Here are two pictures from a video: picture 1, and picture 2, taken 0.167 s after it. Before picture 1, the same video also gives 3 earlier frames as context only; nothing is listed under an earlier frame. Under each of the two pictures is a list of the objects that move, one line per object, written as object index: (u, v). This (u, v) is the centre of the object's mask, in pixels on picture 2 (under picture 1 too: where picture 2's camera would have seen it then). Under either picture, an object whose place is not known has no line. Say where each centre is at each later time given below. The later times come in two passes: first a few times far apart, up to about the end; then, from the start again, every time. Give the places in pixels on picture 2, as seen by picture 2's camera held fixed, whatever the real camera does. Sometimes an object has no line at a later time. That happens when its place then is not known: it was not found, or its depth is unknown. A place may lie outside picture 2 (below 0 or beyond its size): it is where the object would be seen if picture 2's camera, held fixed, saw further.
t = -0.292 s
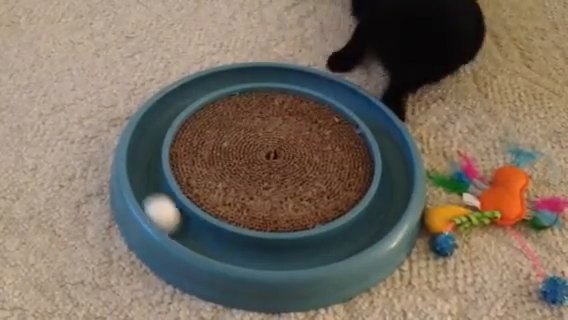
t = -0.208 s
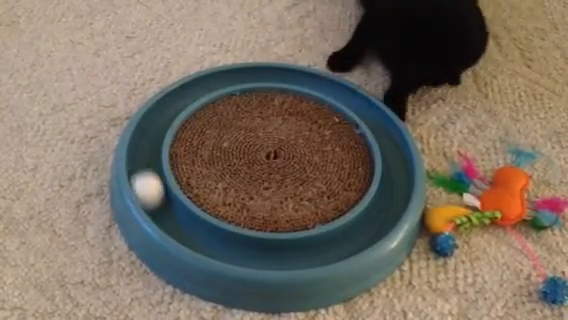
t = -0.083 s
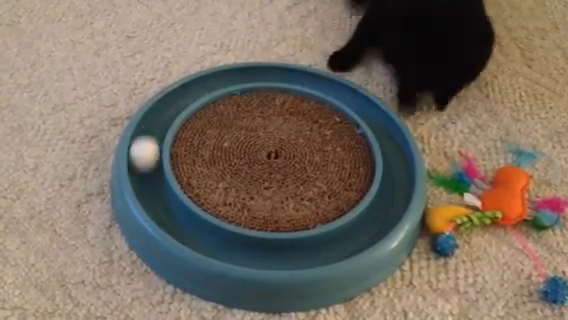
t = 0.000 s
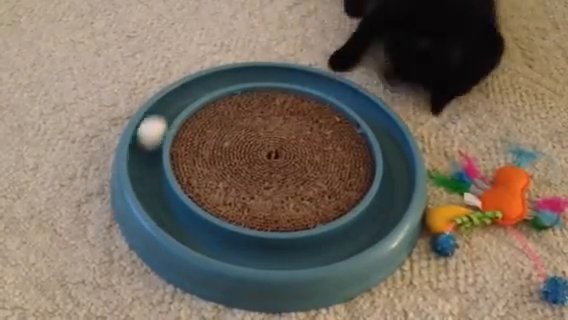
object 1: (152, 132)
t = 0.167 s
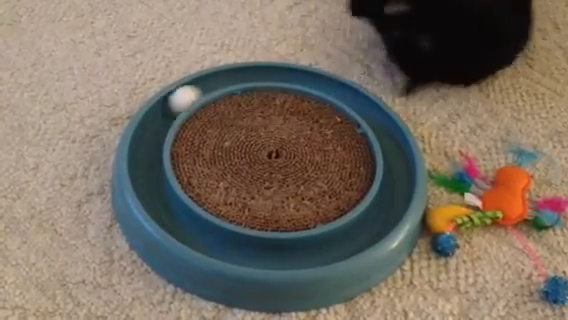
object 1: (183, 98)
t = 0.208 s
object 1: (194, 93)
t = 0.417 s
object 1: (253, 76)
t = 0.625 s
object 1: (308, 81)
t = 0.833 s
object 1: (349, 99)
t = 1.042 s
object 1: (378, 123)
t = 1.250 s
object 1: (396, 154)
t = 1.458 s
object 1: (398, 186)
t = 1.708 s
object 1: (379, 222)
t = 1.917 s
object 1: (346, 245)
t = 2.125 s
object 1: (304, 257)
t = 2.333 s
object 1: (259, 257)
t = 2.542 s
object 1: (218, 248)
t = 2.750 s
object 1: (185, 230)
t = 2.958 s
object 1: (163, 209)
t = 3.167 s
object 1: (149, 189)
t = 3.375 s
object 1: (144, 169)
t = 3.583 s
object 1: (145, 152)
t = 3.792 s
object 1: (150, 136)
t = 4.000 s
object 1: (157, 123)
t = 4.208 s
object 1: (167, 112)
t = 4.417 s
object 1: (177, 103)
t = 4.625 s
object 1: (187, 96)
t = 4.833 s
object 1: (198, 90)
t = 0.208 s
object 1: (194, 93)
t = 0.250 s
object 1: (205, 87)
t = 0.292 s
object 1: (216, 82)
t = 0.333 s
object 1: (228, 79)
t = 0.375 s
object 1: (240, 77)
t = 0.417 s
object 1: (253, 76)
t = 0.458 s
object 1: (264, 75)
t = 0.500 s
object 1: (277, 76)
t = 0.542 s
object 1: (288, 77)
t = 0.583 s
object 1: (299, 79)
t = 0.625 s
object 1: (308, 81)
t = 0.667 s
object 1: (318, 84)
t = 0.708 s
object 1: (326, 87)
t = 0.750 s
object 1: (334, 90)
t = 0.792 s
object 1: (342, 94)
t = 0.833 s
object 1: (349, 99)
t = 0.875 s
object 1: (356, 103)
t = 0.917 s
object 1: (362, 107)
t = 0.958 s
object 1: (368, 112)
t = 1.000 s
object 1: (373, 117)
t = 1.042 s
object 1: (378, 123)
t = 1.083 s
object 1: (383, 129)
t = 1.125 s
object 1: (387, 135)
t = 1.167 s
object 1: (391, 141)
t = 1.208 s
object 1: (394, 147)
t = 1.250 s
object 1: (396, 154)
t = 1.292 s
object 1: (397, 160)
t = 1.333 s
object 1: (399, 167)
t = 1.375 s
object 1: (399, 173)
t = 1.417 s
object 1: (398, 180)
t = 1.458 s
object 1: (398, 186)
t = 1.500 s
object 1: (396, 193)
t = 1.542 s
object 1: (394, 199)
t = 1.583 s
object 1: (391, 206)
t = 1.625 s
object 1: (388, 211)
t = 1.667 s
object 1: (384, 217)
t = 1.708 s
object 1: (379, 222)
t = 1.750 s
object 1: (374, 228)
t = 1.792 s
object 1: (367, 233)
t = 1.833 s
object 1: (361, 237)
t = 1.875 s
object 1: (354, 241)
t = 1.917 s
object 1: (346, 245)
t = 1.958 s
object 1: (338, 248)
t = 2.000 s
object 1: (330, 251)
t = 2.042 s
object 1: (322, 254)
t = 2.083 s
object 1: (313, 256)
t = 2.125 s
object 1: (304, 257)
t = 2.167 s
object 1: (295, 258)
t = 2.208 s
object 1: (286, 259)
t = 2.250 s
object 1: (277, 259)
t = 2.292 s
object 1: (268, 259)
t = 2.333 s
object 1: (259, 257)
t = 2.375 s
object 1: (250, 256)
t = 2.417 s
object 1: (242, 254)
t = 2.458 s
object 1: (233, 252)
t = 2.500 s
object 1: (226, 250)
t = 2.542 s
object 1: (218, 248)
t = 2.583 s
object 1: (210, 244)
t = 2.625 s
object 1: (203, 241)
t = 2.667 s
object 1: (197, 238)
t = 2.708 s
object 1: (191, 234)
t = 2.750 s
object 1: (185, 230)
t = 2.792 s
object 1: (180, 227)
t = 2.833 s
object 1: (175, 222)
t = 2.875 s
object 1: (171, 218)
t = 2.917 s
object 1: (167, 214)
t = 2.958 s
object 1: (163, 209)
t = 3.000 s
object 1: (159, 205)
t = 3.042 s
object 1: (156, 202)
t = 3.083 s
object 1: (154, 197)
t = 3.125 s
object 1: (151, 193)
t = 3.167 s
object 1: (149, 189)
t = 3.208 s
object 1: (148, 185)
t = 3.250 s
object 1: (146, 181)
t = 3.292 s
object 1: (145, 176)
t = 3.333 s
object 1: (144, 172)
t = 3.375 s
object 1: (144, 169)
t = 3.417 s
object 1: (144, 165)
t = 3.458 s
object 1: (144, 162)
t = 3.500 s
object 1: (144, 158)
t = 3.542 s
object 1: (145, 155)
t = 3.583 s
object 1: (145, 152)
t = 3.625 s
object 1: (146, 148)
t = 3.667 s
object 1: (147, 145)
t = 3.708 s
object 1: (148, 142)
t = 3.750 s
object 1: (149, 139)
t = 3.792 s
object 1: (150, 136)
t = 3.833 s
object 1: (152, 133)
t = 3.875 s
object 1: (153, 131)
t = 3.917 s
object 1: (154, 128)
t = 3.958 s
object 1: (156, 125)
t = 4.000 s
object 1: (157, 123)
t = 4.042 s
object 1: (159, 120)
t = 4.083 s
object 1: (161, 118)
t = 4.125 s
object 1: (163, 116)
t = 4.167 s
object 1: (165, 114)
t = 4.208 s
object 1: (167, 112)
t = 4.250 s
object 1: (169, 110)
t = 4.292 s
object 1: (171, 108)
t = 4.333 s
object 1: (173, 106)
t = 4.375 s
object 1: (175, 104)
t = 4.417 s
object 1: (177, 103)
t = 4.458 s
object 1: (179, 101)
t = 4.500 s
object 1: (181, 100)
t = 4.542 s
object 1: (183, 99)
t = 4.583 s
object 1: (184, 98)
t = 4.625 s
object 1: (187, 96)
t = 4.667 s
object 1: (188, 95)
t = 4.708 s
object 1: (191, 94)
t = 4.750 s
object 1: (193, 92)
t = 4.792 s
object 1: (195, 91)
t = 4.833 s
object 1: (198, 90)
